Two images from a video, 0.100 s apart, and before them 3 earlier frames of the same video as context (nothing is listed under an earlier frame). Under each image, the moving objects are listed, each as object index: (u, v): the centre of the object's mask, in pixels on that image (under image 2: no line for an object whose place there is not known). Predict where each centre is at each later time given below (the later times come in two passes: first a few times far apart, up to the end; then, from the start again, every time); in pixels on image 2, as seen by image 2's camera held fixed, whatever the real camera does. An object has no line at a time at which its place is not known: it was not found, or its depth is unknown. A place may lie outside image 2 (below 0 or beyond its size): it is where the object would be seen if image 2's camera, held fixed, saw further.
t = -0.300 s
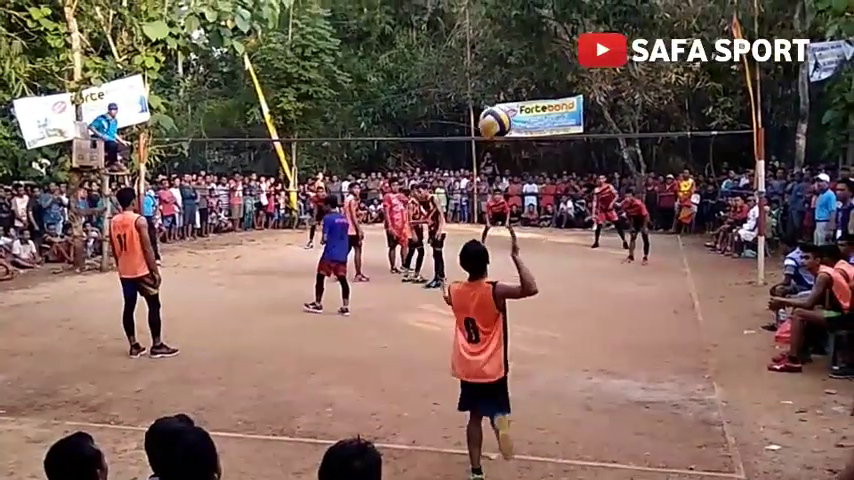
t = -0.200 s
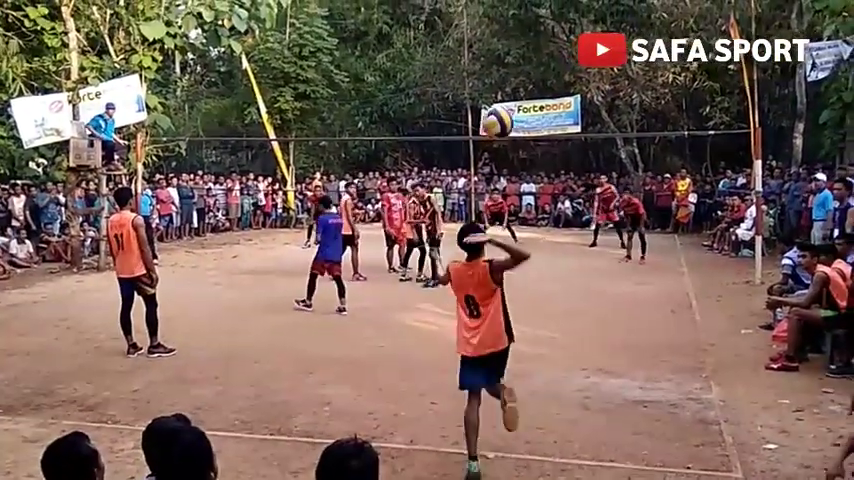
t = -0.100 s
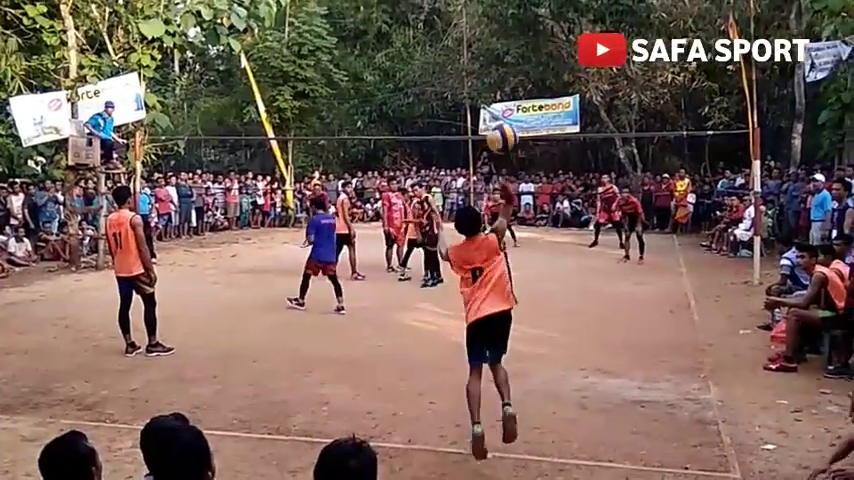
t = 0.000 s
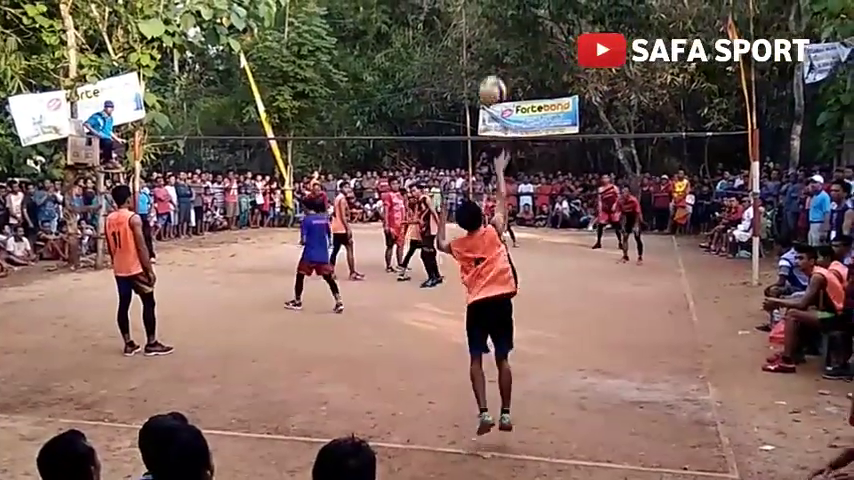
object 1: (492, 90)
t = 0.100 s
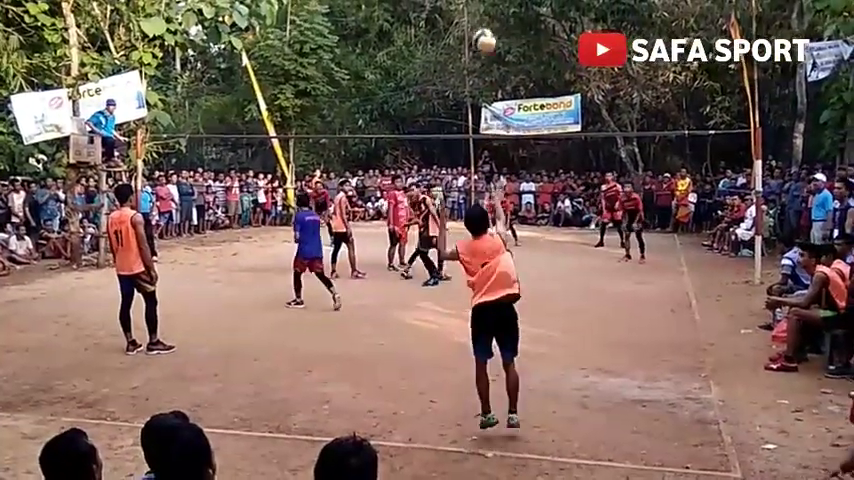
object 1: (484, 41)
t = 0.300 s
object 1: (474, 6)
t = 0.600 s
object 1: (467, 21)
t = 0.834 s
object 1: (463, 62)
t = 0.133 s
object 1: (482, 31)
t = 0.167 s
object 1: (481, 22)
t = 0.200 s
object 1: (478, 16)
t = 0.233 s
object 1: (476, 11)
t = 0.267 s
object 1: (475, 8)
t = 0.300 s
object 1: (474, 6)
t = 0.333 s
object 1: (473, 6)
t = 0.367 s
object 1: (472, 5)
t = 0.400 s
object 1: (471, 6)
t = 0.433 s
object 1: (470, 5)
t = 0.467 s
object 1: (469, 6)
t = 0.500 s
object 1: (469, 8)
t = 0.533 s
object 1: (469, 11)
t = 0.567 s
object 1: (468, 16)
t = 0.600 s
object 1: (467, 21)
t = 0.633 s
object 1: (466, 25)
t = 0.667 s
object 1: (466, 31)
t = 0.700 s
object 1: (465, 37)
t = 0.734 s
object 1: (464, 42)
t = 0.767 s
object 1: (464, 49)
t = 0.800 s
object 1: (464, 55)
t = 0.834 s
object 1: (463, 62)
